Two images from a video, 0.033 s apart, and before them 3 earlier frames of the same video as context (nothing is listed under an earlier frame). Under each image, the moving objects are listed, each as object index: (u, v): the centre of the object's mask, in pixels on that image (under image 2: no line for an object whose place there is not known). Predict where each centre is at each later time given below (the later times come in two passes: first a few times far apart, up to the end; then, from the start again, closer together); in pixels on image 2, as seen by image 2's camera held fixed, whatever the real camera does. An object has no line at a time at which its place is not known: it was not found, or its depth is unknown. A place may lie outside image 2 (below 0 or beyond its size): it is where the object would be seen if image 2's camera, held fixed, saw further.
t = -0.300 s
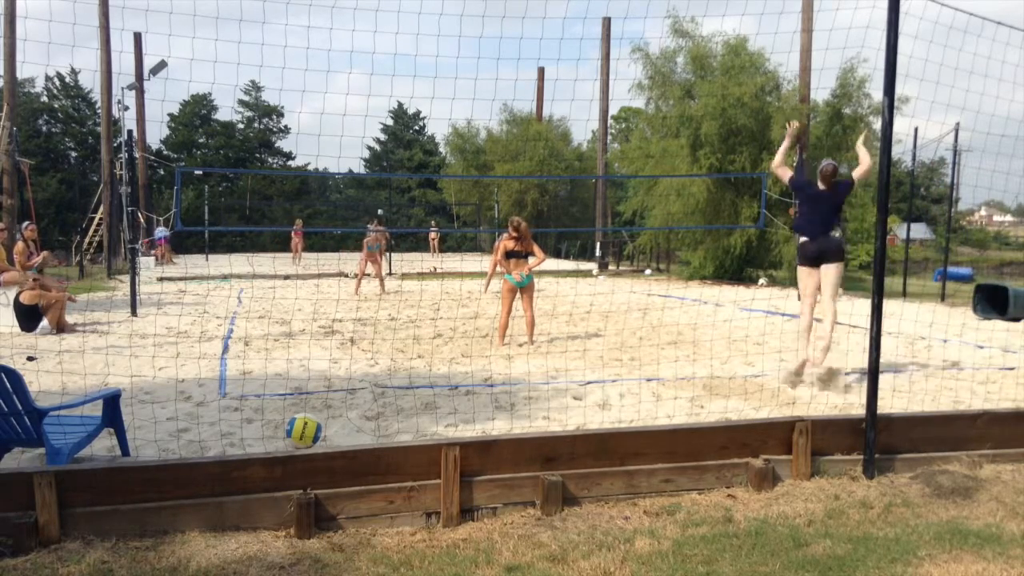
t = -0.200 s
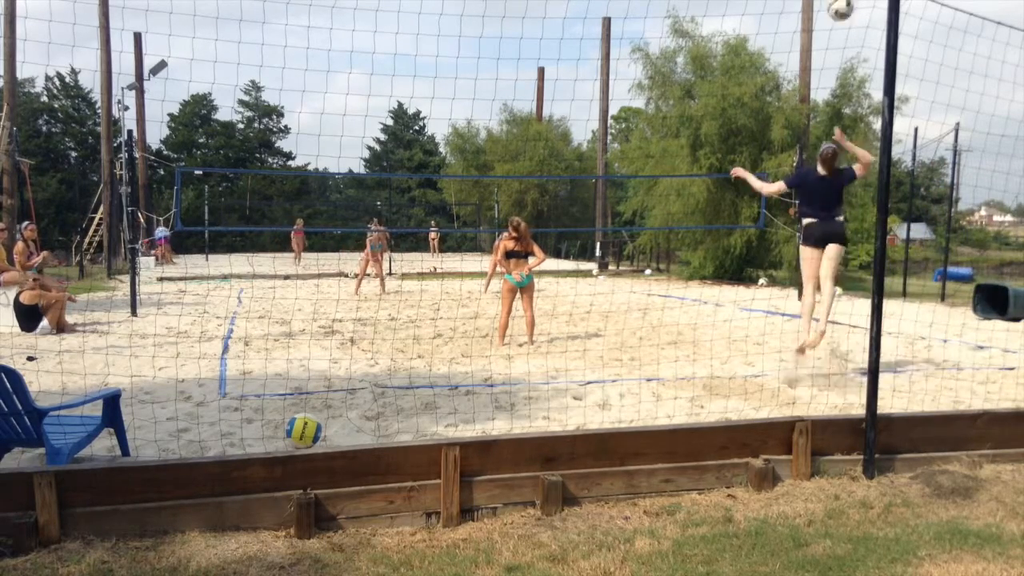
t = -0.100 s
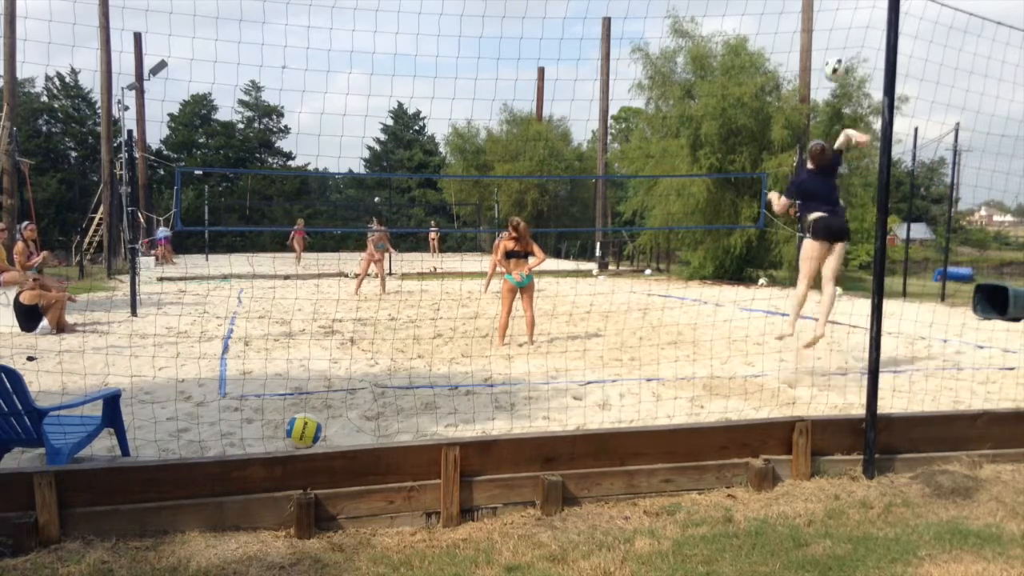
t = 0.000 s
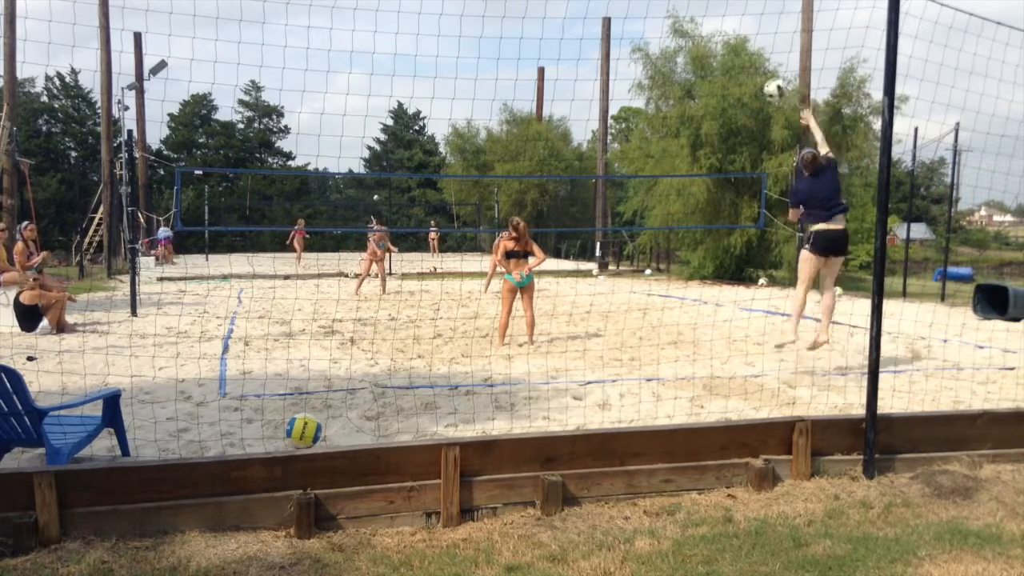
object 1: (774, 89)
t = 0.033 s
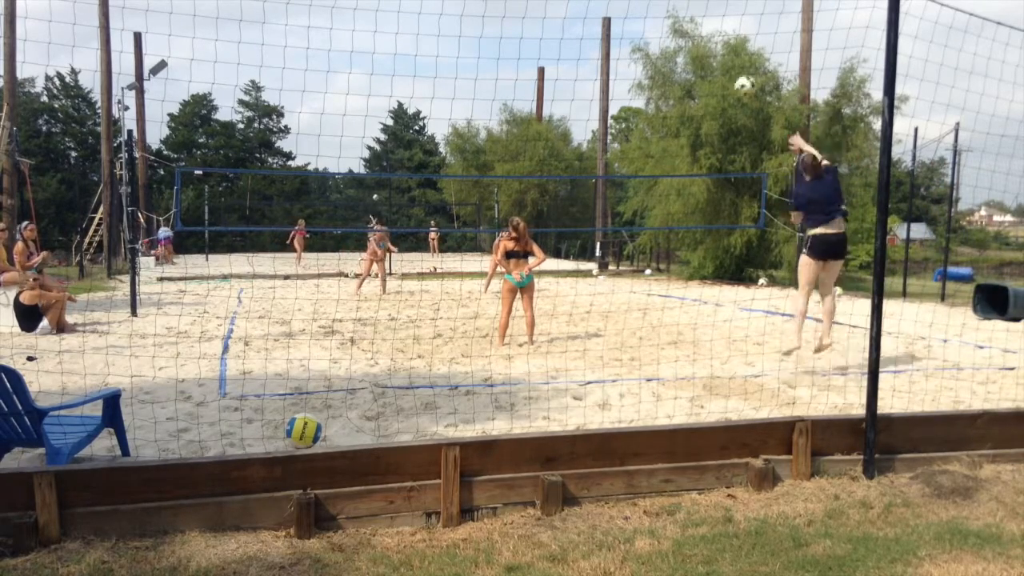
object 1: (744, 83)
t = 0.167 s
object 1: (650, 88)
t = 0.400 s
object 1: (549, 132)
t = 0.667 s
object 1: (480, 206)
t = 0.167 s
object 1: (650, 88)
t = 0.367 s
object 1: (561, 123)
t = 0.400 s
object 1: (549, 132)
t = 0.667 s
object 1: (480, 206)
